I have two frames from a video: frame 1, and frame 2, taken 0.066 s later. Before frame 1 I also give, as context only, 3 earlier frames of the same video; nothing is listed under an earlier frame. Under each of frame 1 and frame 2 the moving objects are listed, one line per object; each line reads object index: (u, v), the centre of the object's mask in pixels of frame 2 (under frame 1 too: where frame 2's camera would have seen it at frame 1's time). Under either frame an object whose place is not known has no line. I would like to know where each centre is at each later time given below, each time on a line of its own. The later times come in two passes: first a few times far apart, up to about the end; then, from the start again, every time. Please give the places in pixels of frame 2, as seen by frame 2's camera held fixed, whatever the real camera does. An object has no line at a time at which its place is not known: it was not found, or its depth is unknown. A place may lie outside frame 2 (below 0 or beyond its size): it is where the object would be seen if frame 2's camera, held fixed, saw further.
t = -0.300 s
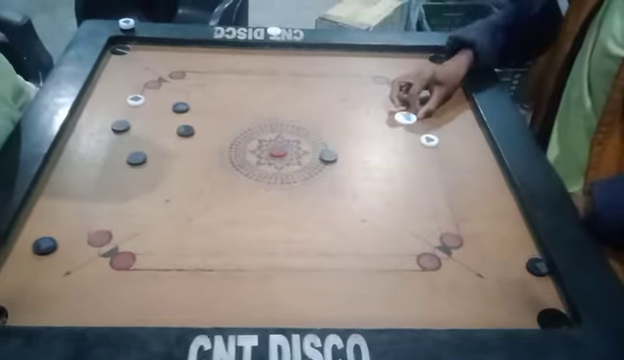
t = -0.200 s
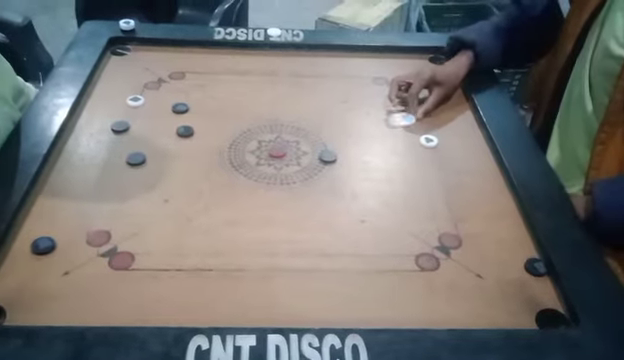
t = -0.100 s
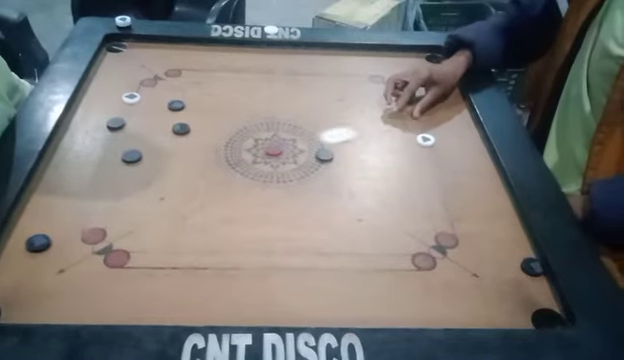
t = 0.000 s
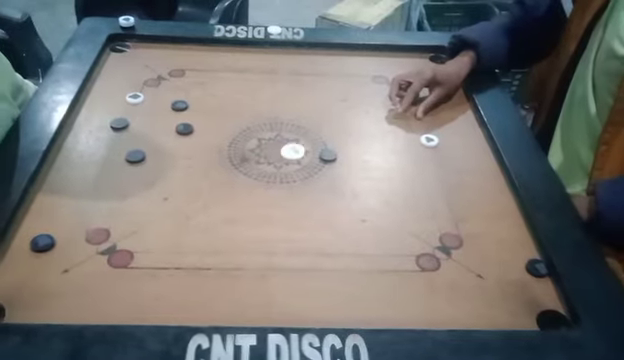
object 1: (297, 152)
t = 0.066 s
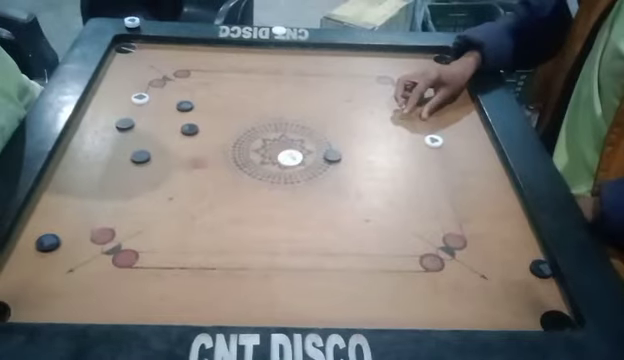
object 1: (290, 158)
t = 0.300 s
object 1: (274, 172)
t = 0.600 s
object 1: (272, 178)
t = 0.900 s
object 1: (272, 178)
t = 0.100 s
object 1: (287, 160)
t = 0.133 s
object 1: (284, 163)
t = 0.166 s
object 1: (282, 165)
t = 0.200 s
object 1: (279, 167)
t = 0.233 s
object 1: (277, 169)
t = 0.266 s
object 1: (276, 171)
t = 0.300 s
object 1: (274, 172)
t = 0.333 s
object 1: (273, 173)
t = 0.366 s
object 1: (273, 175)
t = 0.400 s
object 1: (272, 176)
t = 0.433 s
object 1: (272, 177)
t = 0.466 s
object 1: (271, 177)
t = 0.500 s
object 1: (272, 178)
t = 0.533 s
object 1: (271, 178)
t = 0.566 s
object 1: (271, 178)
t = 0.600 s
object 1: (272, 178)
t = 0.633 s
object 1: (271, 178)
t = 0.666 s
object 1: (272, 178)
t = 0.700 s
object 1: (271, 178)
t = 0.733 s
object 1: (272, 178)
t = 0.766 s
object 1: (272, 178)
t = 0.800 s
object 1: (272, 178)
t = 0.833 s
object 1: (272, 178)
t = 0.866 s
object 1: (272, 178)
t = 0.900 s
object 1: (272, 178)
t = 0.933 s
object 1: (272, 178)
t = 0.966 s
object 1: (272, 178)
